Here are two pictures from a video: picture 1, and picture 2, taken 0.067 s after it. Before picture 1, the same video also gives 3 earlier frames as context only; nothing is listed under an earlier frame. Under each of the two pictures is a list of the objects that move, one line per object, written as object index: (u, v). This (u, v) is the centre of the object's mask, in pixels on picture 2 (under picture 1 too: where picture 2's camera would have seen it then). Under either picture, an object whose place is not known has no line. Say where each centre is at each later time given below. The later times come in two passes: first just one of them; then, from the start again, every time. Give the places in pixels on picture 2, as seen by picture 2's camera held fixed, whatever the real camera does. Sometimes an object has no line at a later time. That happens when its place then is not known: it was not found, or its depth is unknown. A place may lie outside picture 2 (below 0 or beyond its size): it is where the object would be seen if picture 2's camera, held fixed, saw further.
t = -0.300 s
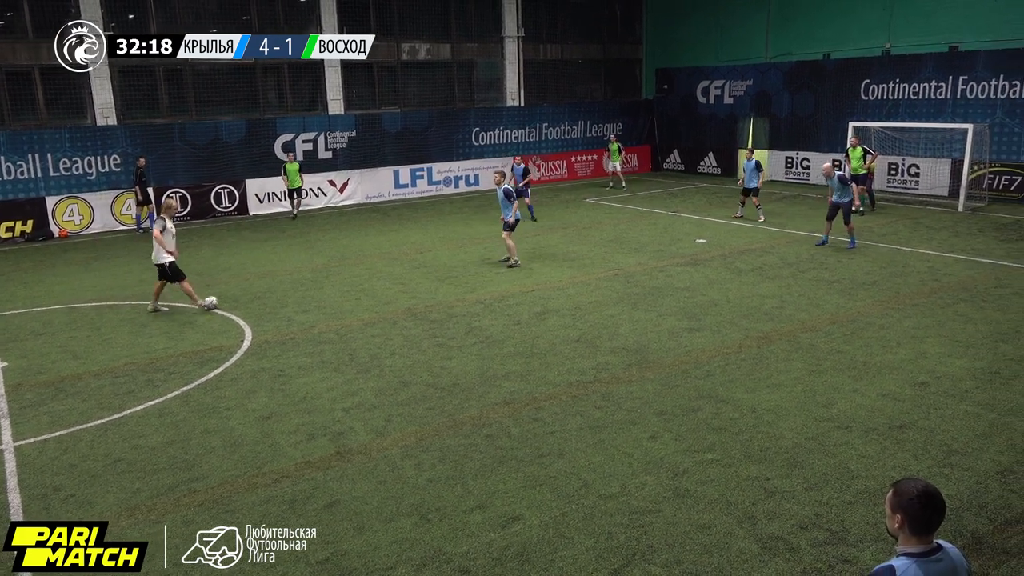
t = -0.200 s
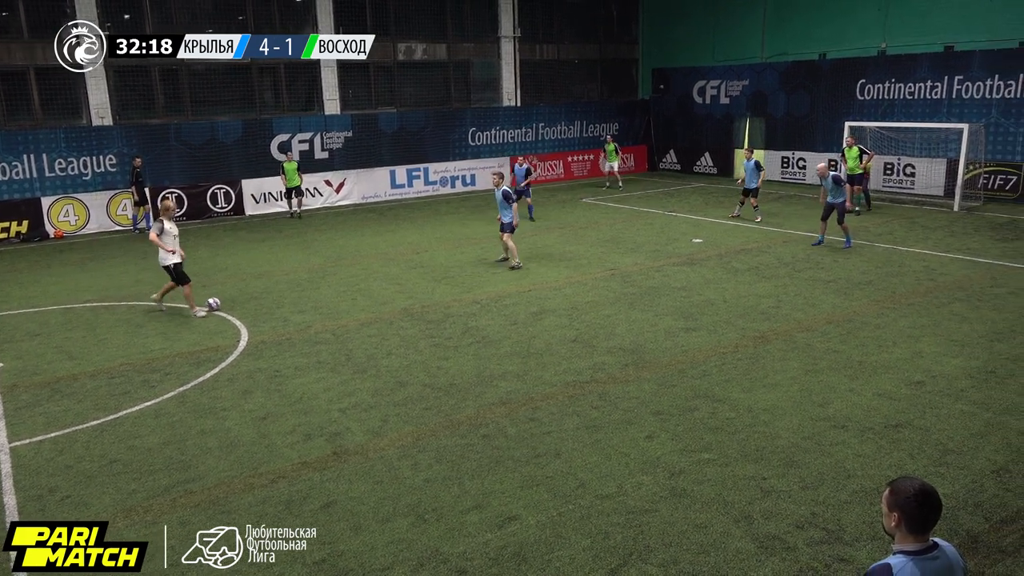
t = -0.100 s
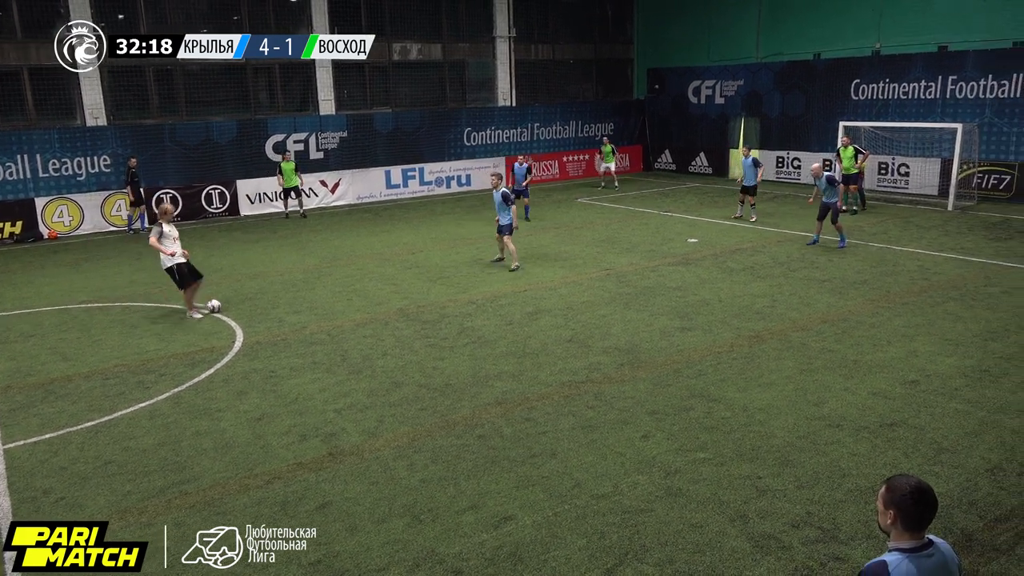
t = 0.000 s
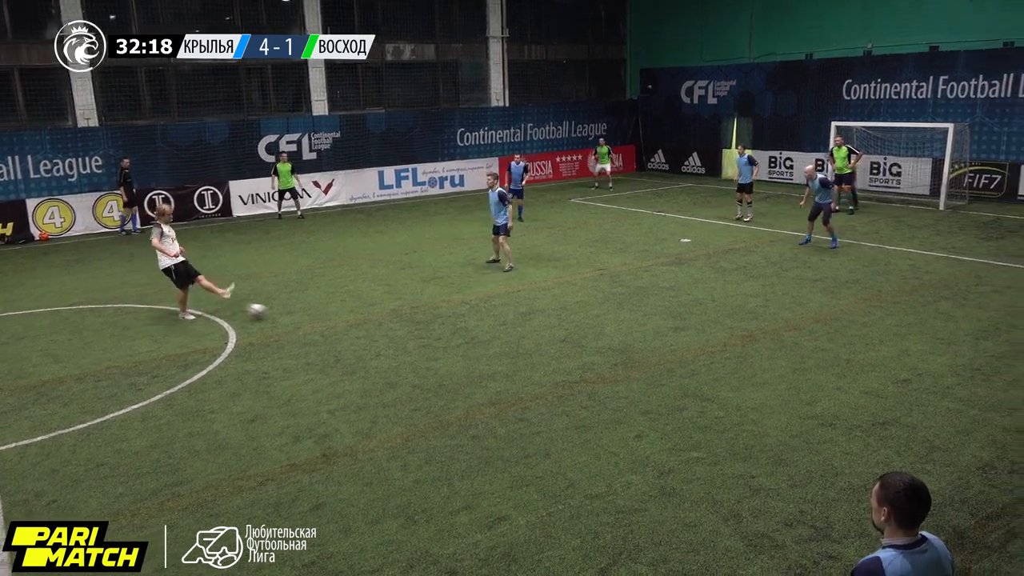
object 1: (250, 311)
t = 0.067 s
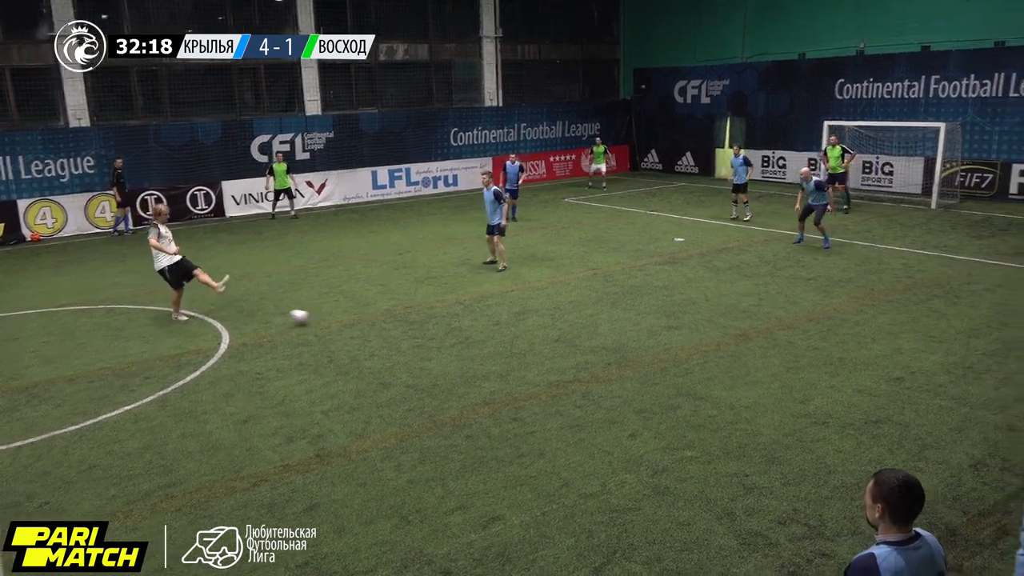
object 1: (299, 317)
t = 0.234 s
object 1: (427, 333)
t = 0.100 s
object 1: (325, 321)
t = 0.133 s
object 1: (349, 324)
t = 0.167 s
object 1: (375, 327)
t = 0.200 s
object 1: (400, 330)
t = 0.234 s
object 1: (427, 333)
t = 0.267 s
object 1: (453, 337)
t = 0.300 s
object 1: (478, 339)
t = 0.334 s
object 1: (503, 342)
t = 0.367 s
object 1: (531, 345)
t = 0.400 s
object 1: (558, 349)
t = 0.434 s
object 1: (583, 352)
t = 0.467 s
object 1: (610, 355)
